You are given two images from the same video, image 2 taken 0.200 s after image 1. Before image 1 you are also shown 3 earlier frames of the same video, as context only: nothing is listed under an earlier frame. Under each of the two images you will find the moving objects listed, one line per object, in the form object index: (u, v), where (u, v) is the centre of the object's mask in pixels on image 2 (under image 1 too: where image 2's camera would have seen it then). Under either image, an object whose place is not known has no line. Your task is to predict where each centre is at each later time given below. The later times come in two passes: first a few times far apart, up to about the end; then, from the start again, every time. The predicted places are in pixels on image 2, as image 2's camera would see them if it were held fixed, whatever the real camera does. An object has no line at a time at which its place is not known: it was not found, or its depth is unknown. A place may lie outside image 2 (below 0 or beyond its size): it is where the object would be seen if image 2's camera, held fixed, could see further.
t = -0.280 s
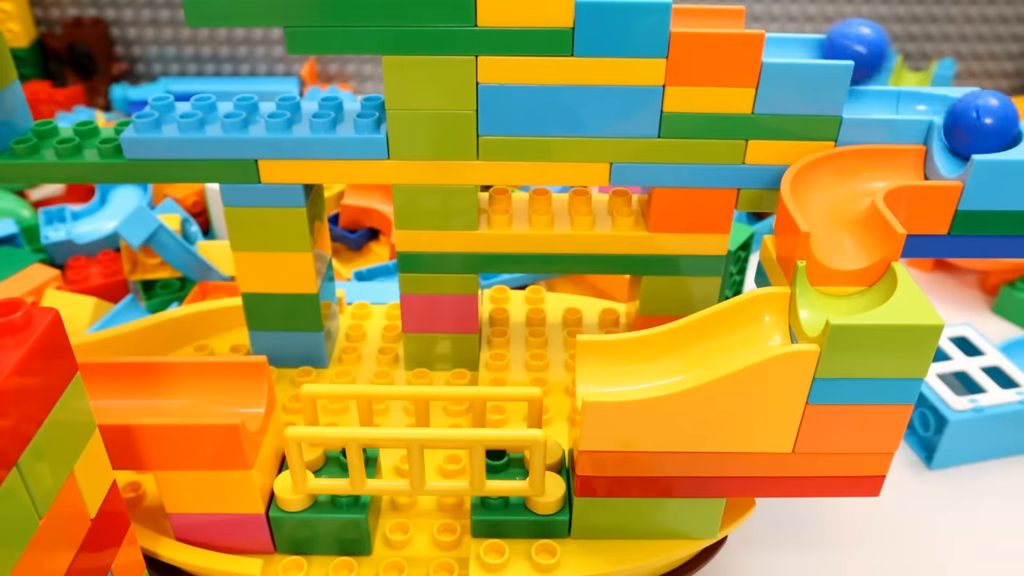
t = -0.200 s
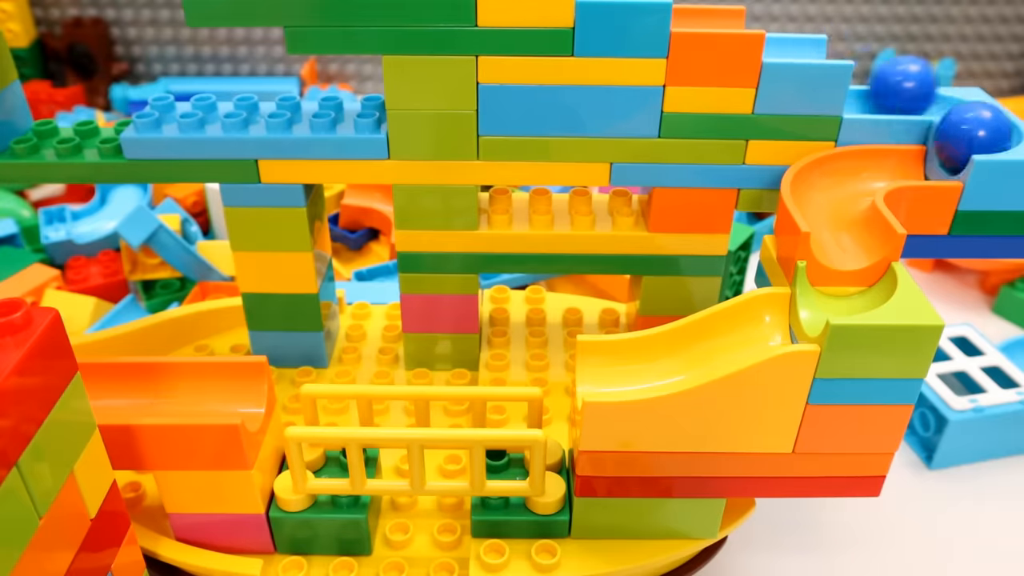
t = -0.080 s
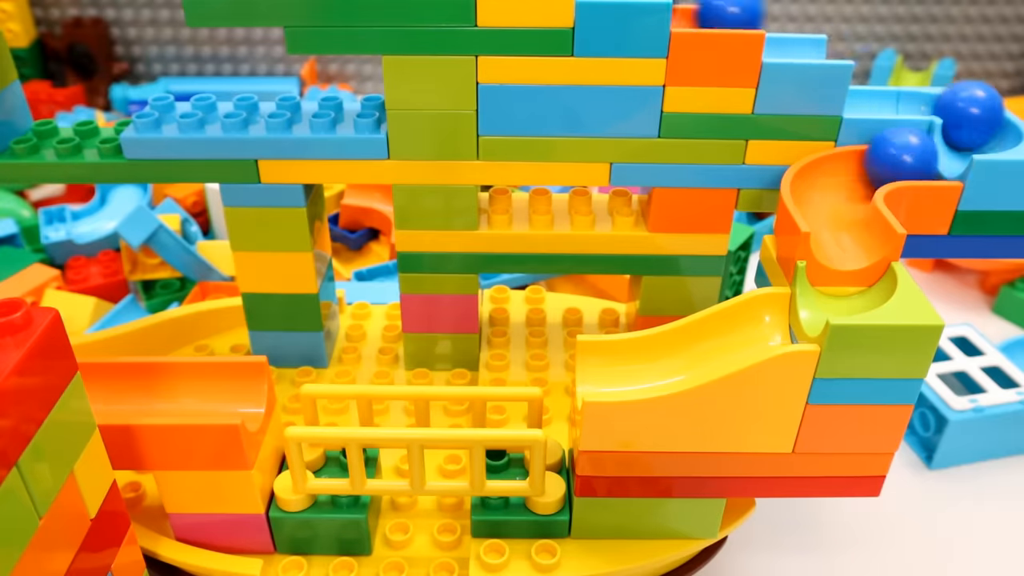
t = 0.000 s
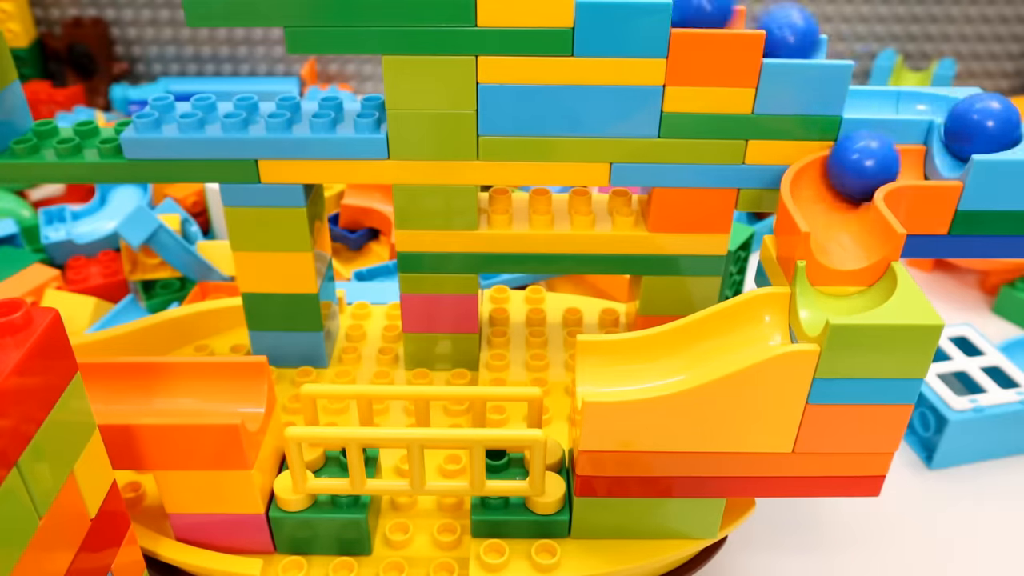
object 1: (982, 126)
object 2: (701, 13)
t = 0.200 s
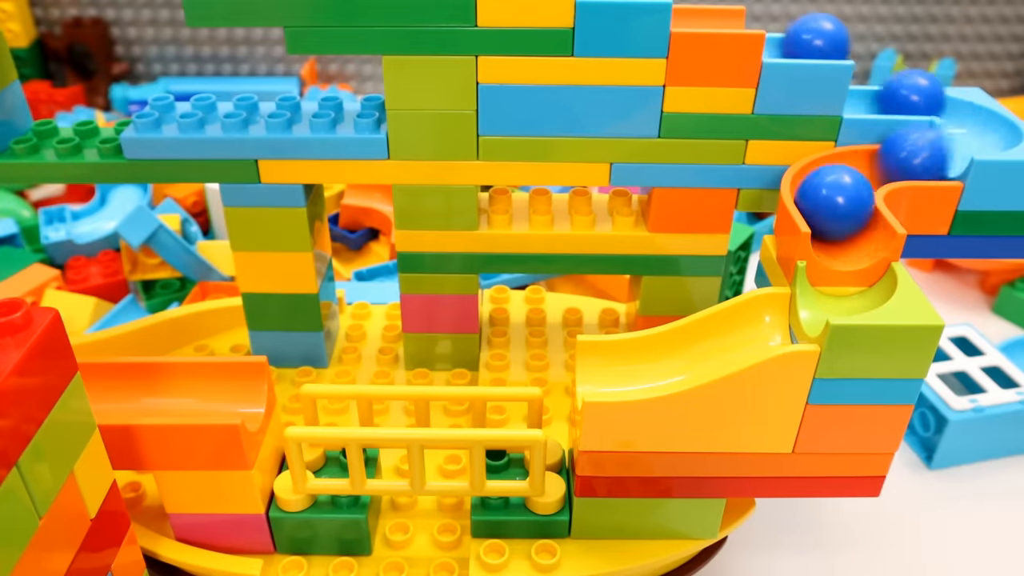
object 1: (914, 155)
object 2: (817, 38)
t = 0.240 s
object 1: (893, 158)
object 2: (839, 41)
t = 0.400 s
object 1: (837, 181)
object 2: (914, 95)
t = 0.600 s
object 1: (855, 231)
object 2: (982, 128)
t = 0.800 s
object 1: (759, 319)
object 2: (884, 158)
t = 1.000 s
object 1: (429, 384)
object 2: (834, 199)
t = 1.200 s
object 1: (146, 385)
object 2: (837, 281)
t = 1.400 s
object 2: (598, 362)
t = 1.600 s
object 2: (278, 385)
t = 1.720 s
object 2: (117, 385)
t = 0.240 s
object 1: (893, 158)
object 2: (839, 41)
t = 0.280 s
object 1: (875, 159)
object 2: (861, 49)
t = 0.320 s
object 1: (859, 166)
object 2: (875, 87)
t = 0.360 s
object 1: (846, 174)
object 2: (893, 94)
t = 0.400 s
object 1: (837, 181)
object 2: (914, 95)
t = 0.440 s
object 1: (831, 188)
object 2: (932, 94)
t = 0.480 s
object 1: (833, 198)
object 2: (957, 94)
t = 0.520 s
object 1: (839, 209)
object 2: (972, 115)
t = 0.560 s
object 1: (846, 220)
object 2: (981, 123)
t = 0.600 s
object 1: (855, 231)
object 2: (982, 128)
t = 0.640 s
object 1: (861, 250)
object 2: (973, 133)
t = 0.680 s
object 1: (843, 280)
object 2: (959, 136)
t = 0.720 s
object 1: (822, 287)
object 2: (937, 143)
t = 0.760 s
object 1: (797, 294)
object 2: (902, 158)
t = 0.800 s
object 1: (759, 319)
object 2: (884, 158)
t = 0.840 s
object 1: (703, 341)
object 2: (863, 159)
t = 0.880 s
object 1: (635, 360)
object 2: (848, 167)
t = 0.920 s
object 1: (563, 366)
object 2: (835, 177)
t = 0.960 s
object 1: (492, 383)
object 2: (833, 190)
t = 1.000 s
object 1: (429, 384)
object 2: (834, 199)
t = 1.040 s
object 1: (367, 383)
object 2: (841, 212)
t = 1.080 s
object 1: (306, 384)
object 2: (850, 225)
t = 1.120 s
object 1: (249, 382)
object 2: (859, 237)
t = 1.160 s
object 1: (198, 380)
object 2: (858, 265)
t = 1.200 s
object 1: (146, 385)
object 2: (837, 281)
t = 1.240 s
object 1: (105, 382)
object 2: (810, 289)
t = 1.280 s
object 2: (780, 302)
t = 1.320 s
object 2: (729, 329)
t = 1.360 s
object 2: (670, 353)
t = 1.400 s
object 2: (598, 362)
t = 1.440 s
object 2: (528, 376)
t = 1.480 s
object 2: (459, 384)
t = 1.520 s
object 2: (398, 384)
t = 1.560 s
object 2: (337, 384)
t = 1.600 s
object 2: (278, 385)
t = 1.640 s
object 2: (227, 386)
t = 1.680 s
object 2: (171, 386)
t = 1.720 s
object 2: (117, 385)
